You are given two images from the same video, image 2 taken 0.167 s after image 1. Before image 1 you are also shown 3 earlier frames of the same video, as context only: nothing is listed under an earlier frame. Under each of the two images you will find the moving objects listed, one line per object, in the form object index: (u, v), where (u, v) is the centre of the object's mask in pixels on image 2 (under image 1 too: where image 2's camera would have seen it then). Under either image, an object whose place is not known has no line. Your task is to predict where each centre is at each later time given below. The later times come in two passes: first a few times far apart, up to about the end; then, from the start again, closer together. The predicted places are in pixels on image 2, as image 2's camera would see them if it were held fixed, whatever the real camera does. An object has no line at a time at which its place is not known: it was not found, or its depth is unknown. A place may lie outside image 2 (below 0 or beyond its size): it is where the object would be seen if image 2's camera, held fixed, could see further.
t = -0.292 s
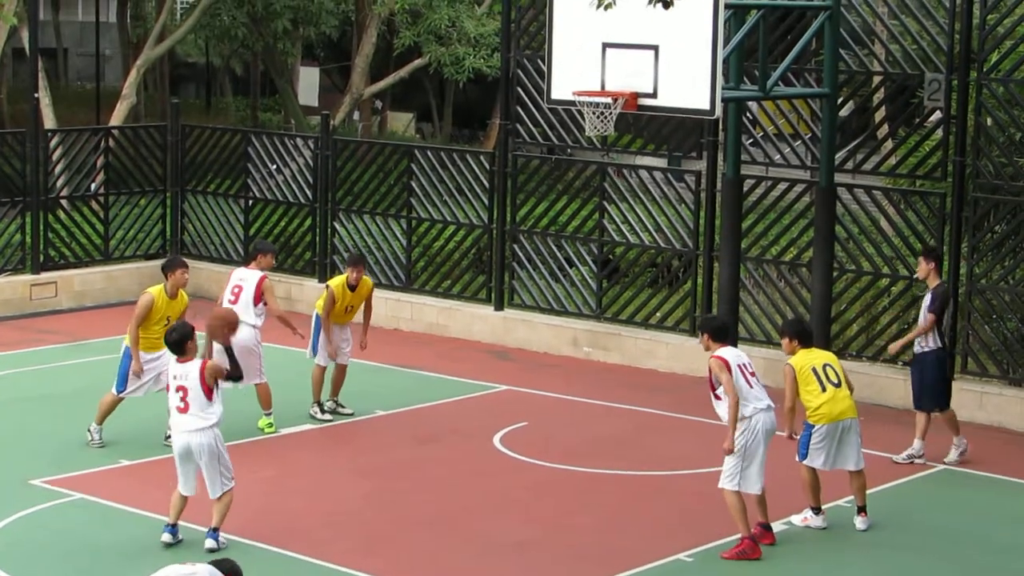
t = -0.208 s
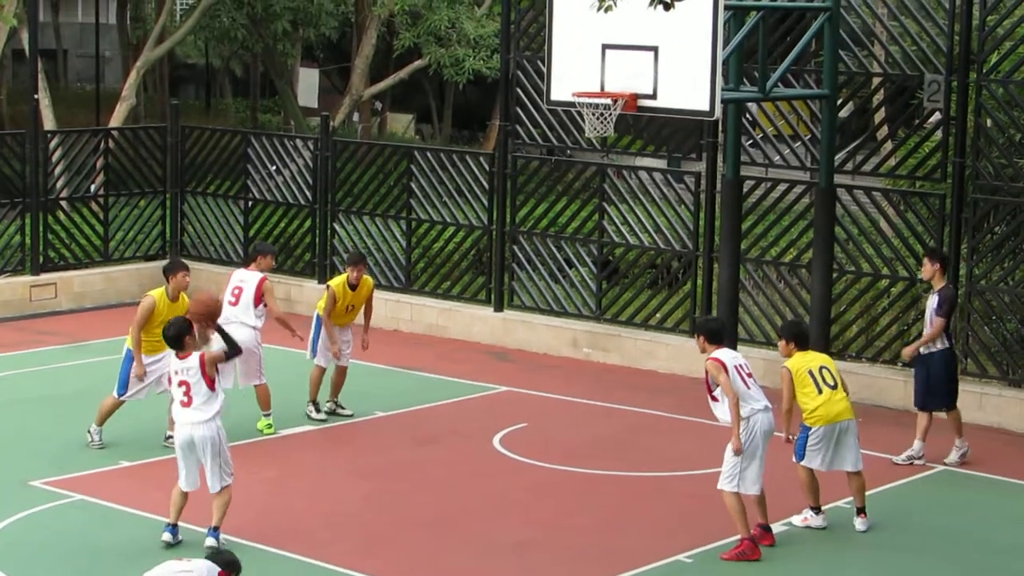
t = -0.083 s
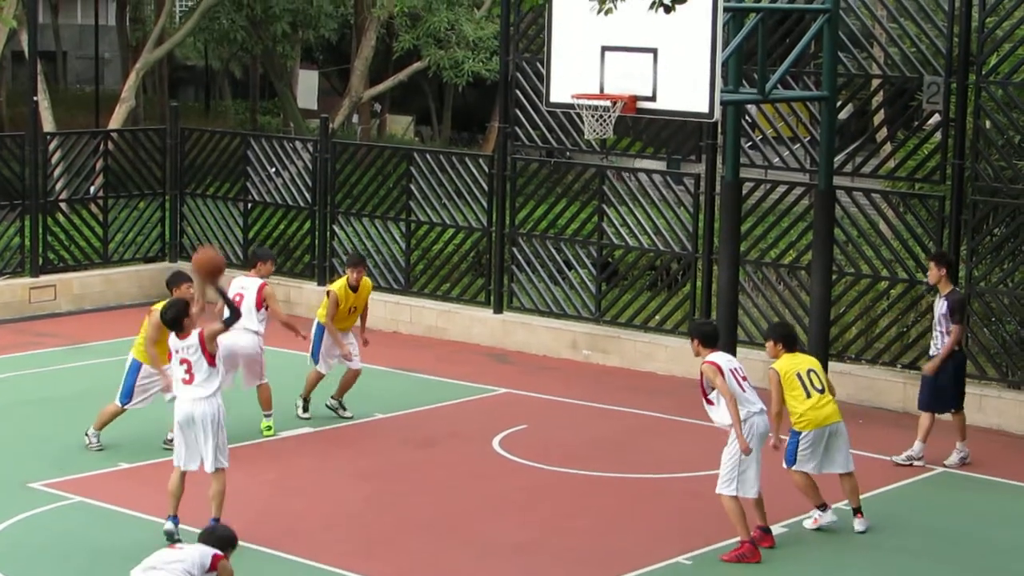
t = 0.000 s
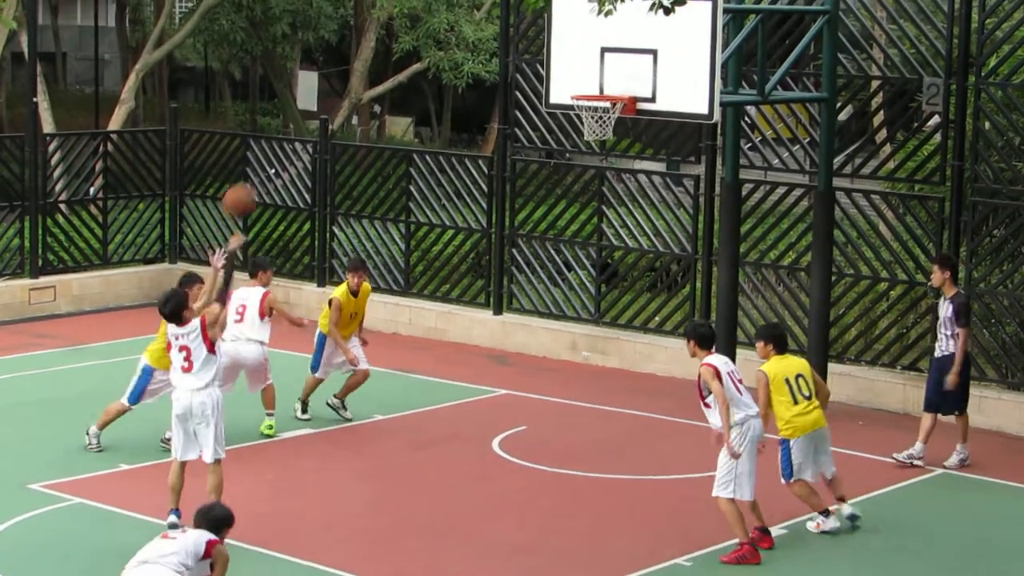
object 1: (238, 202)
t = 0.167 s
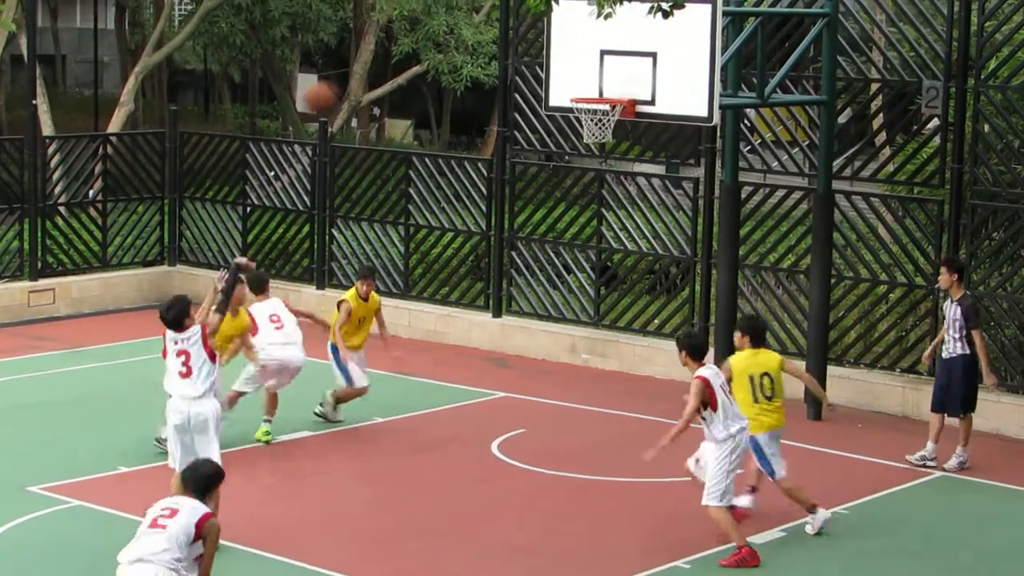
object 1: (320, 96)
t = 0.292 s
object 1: (374, 45)
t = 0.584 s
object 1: (492, 9)
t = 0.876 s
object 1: (593, 76)
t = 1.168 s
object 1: (610, 119)
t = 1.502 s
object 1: (596, 138)
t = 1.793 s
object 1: (603, 187)
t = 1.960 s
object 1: (605, 259)
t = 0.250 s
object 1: (356, 61)
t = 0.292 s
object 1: (374, 45)
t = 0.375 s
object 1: (409, 22)
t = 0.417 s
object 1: (426, 16)
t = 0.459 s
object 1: (443, 11)
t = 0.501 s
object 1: (460, 8)
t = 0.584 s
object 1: (492, 9)
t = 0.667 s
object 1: (521, 17)
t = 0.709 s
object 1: (535, 24)
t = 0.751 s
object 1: (550, 35)
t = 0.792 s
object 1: (566, 47)
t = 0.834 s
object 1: (580, 60)
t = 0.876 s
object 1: (593, 76)
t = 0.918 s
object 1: (607, 91)
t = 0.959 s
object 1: (595, 97)
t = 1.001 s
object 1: (589, 111)
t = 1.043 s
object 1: (600, 116)
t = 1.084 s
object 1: (611, 120)
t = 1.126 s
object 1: (616, 112)
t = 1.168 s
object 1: (610, 119)
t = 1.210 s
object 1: (607, 119)
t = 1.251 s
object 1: (601, 123)
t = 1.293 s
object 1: (595, 127)
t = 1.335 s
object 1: (593, 134)
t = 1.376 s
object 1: (593, 136)
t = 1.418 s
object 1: (593, 135)
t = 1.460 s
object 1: (594, 136)
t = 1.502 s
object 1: (596, 138)
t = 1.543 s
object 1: (598, 143)
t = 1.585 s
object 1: (599, 148)
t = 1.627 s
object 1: (599, 151)
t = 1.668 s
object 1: (600, 155)
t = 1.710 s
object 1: (601, 163)
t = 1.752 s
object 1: (602, 174)
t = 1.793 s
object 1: (603, 187)
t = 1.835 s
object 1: (604, 202)
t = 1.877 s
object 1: (604, 219)
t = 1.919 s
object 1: (604, 238)
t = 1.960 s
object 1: (605, 259)
